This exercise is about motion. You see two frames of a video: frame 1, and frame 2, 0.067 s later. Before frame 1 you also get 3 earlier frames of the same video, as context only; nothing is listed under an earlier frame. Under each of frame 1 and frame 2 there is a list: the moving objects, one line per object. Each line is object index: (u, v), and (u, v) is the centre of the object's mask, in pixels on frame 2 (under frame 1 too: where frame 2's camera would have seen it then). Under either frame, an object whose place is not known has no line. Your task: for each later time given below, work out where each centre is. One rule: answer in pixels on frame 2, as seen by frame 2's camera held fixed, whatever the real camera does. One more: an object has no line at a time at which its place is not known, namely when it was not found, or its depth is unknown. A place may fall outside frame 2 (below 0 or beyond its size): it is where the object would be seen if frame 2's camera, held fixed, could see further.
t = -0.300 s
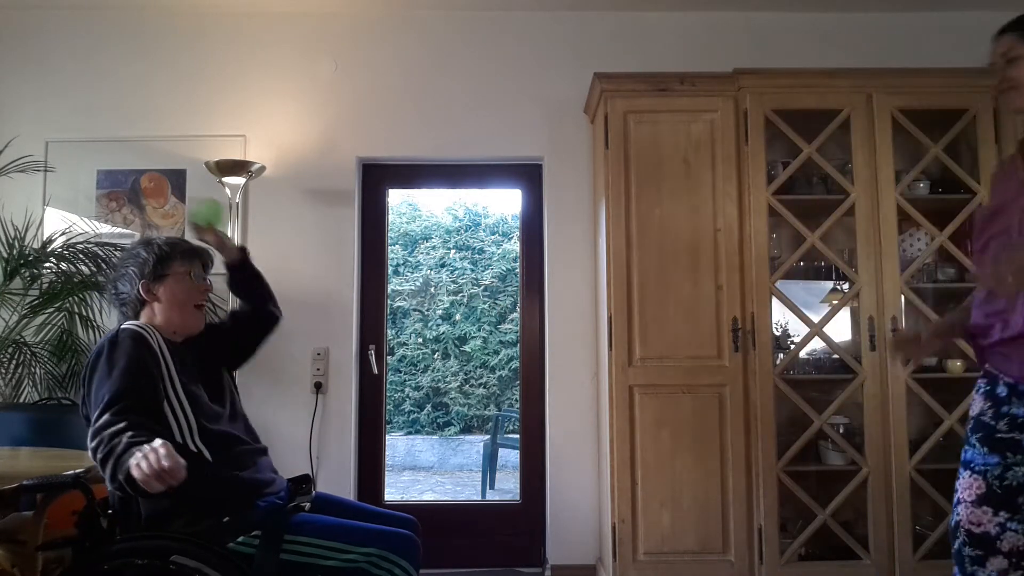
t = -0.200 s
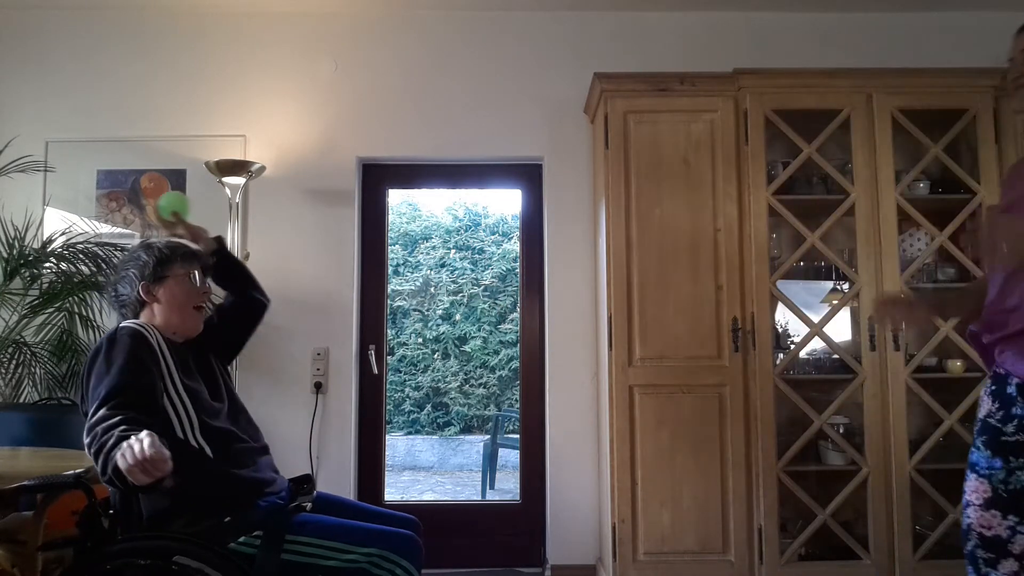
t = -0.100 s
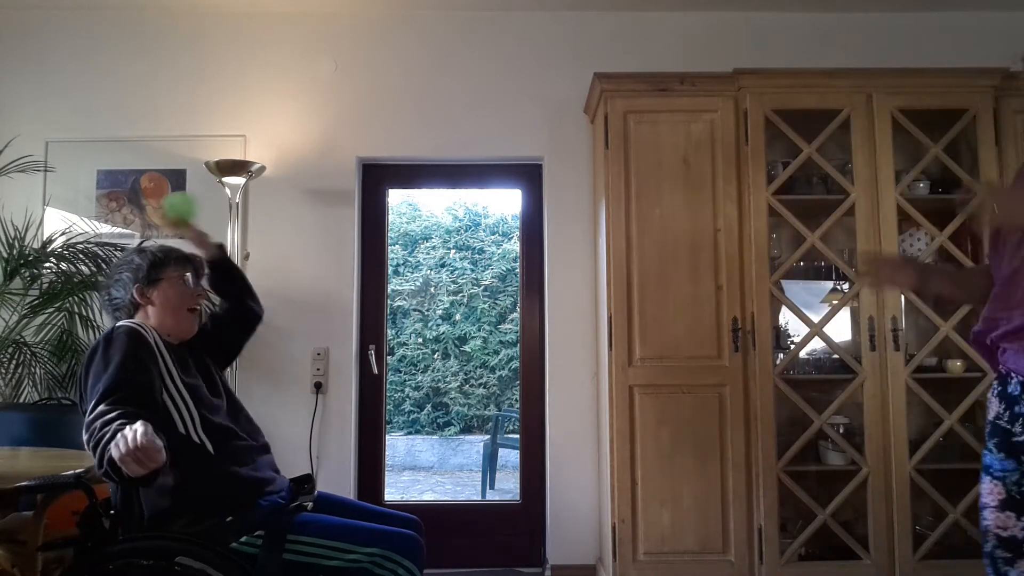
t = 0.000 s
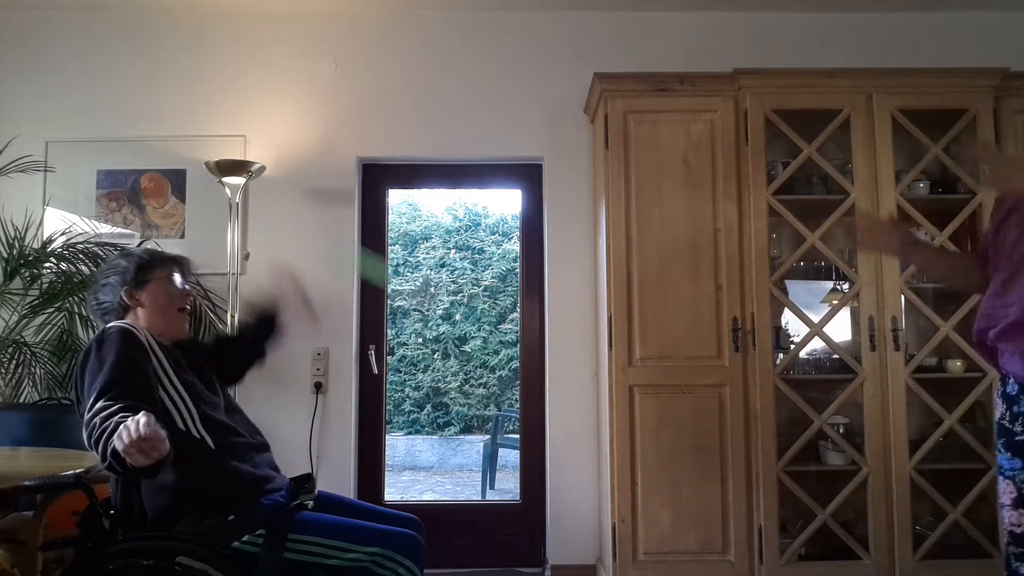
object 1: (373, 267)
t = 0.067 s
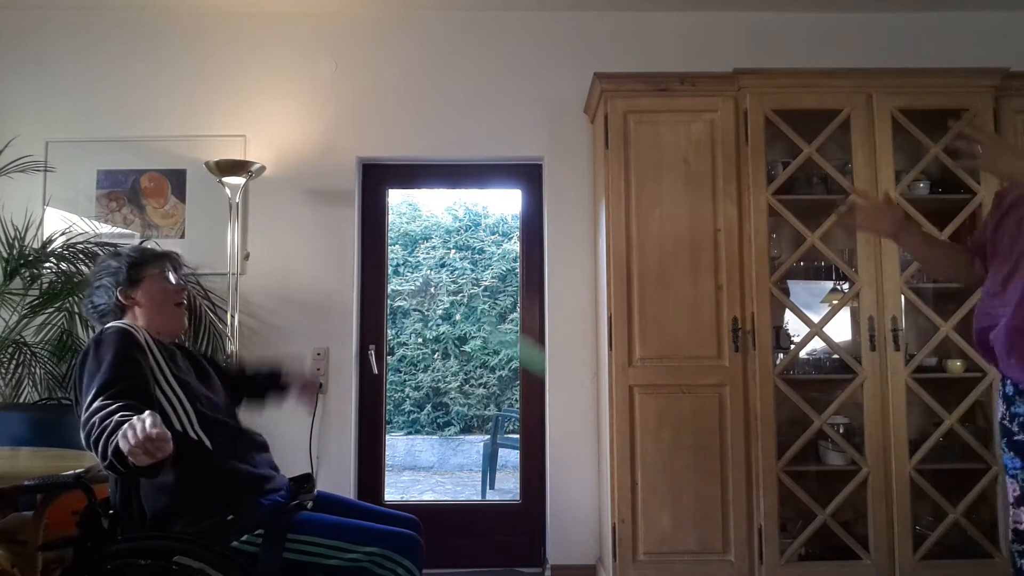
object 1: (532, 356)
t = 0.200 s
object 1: (816, 560)
